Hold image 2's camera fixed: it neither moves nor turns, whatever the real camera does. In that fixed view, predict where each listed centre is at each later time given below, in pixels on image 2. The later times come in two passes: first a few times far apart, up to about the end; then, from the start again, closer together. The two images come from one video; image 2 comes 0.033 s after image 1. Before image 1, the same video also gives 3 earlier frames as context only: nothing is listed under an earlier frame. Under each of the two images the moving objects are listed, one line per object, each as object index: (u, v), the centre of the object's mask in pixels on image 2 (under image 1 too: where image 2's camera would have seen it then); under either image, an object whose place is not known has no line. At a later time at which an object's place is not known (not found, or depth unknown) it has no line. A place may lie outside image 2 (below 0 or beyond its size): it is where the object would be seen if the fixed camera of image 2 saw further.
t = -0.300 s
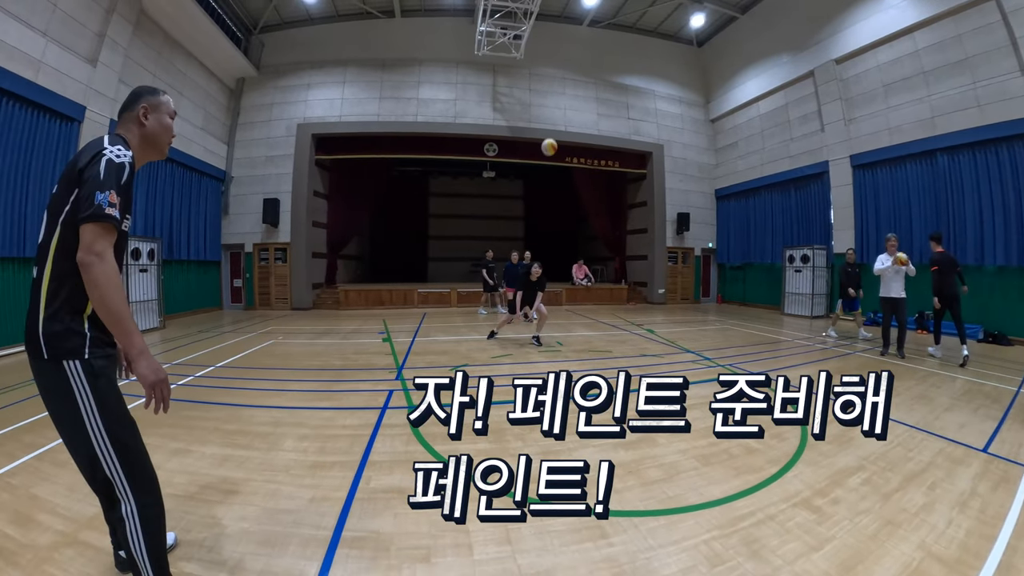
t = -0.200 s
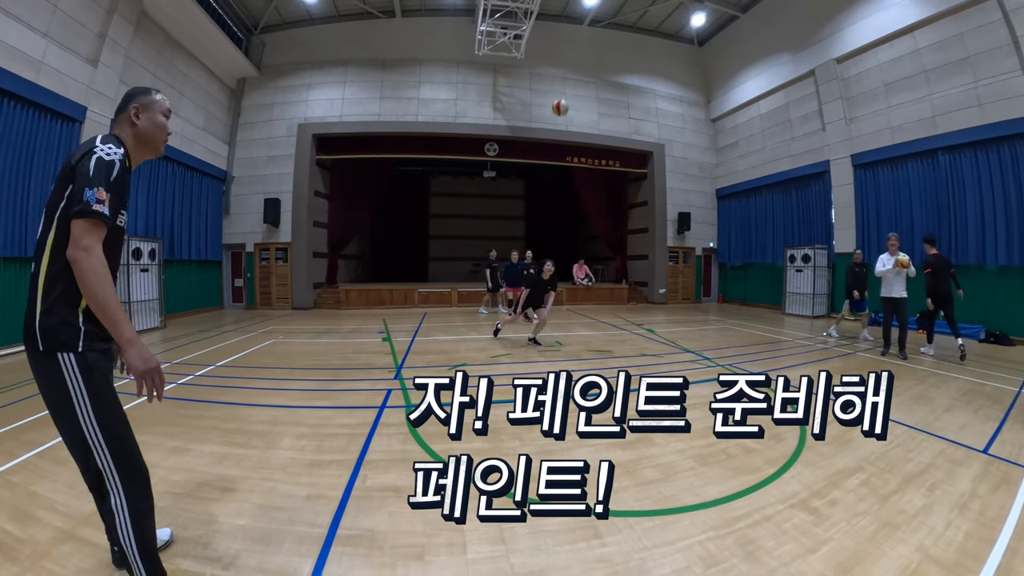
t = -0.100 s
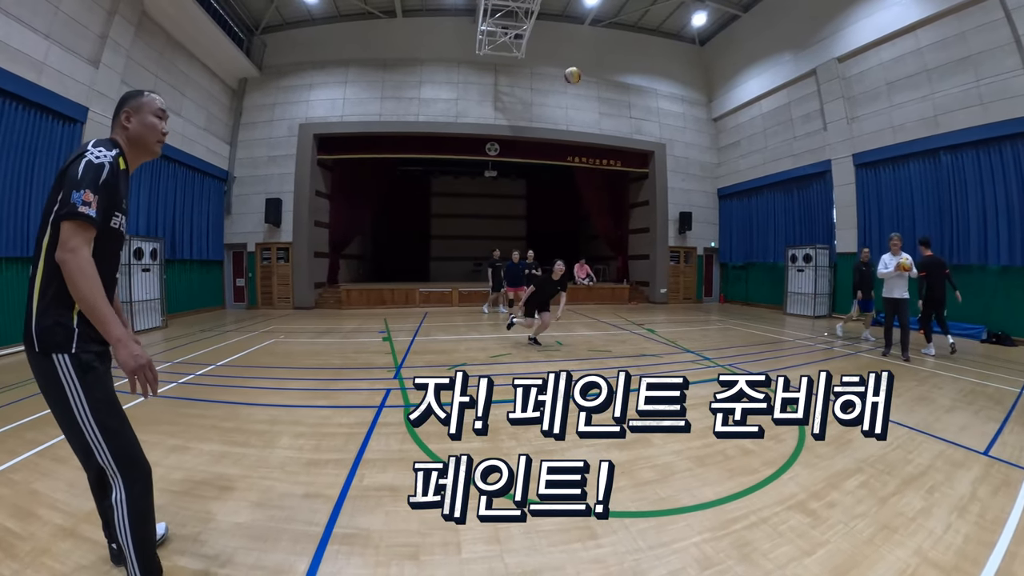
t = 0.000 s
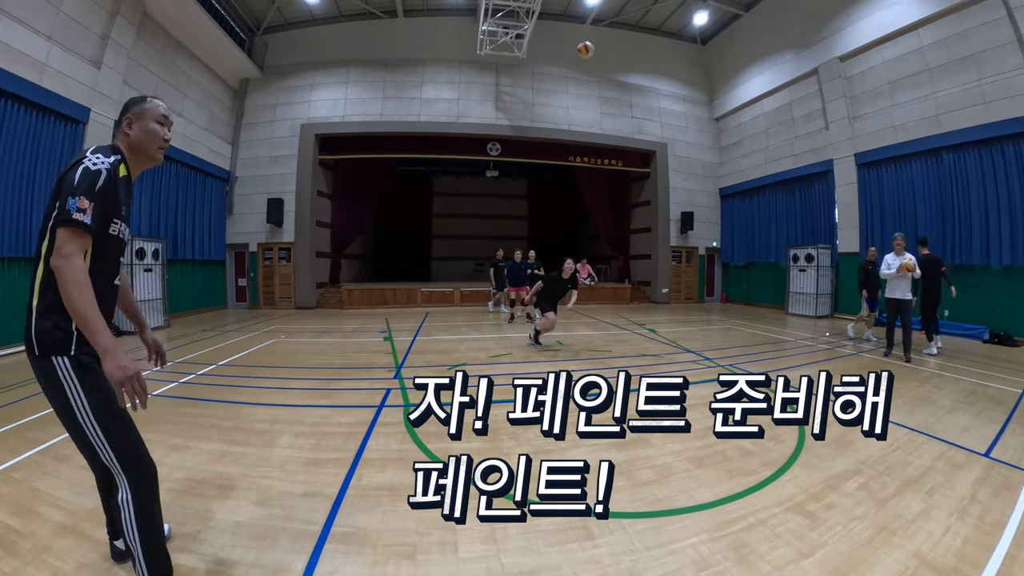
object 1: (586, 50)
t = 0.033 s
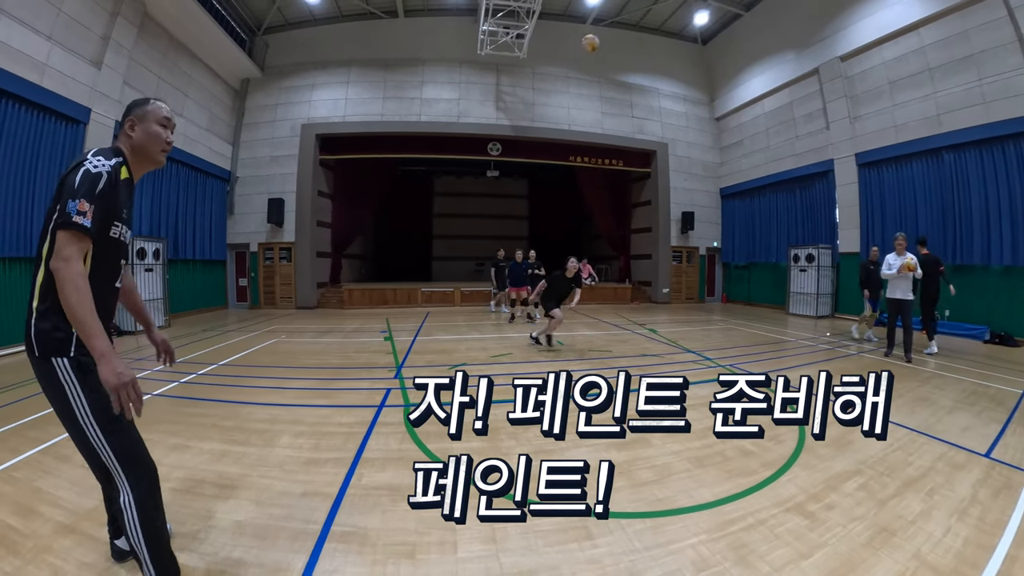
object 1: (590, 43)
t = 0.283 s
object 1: (627, 13)
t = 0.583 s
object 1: (687, 35)
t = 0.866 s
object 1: (772, 152)
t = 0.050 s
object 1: (593, 40)
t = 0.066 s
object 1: (595, 37)
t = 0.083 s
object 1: (597, 34)
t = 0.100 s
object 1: (599, 31)
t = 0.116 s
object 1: (601, 29)
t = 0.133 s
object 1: (604, 26)
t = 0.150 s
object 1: (606, 25)
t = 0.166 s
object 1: (608, 22)
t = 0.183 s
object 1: (611, 20)
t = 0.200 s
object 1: (613, 19)
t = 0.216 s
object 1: (616, 17)
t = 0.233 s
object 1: (618, 16)
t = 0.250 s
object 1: (621, 15)
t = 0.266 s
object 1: (623, 14)
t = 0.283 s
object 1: (627, 13)
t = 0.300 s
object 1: (629, 13)
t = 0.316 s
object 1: (632, 12)
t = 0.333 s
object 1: (635, 12)
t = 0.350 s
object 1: (638, 12)
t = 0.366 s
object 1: (641, 12)
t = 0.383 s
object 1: (644, 13)
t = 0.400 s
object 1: (647, 13)
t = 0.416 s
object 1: (650, 14)
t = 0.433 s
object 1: (654, 15)
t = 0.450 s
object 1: (656, 16)
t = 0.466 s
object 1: (660, 17)
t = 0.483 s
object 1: (664, 19)
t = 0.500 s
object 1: (667, 21)
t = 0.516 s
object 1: (671, 23)
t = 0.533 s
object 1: (674, 26)
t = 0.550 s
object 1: (678, 28)
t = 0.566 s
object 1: (682, 31)
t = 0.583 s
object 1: (687, 35)
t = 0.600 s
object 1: (691, 38)
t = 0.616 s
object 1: (695, 42)
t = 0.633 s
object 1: (699, 46)
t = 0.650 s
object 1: (703, 51)
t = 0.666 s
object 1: (708, 56)
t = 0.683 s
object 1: (713, 61)
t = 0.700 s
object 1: (718, 66)
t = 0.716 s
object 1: (723, 72)
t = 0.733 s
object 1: (728, 78)
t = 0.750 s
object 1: (733, 87)
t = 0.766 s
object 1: (738, 95)
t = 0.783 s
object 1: (744, 103)
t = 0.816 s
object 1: (755, 120)
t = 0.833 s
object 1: (761, 130)
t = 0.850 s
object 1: (766, 140)
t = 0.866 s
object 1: (772, 152)
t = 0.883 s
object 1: (779, 164)
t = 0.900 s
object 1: (784, 176)
